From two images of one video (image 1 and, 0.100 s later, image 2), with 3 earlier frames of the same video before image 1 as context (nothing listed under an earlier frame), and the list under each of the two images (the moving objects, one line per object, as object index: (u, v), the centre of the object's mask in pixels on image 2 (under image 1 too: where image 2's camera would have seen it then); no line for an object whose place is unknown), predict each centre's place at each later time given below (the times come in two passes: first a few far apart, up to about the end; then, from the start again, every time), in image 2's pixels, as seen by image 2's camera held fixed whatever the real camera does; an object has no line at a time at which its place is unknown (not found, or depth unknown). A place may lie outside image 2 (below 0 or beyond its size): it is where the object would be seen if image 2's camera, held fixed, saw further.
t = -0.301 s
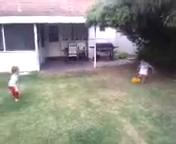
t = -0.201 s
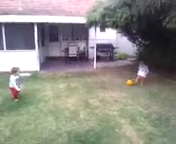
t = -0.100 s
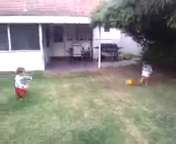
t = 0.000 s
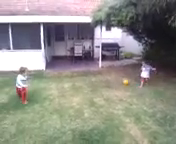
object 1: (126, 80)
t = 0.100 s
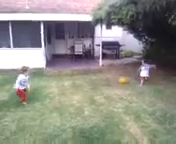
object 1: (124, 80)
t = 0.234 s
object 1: (121, 80)
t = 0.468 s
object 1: (110, 82)
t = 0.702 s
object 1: (103, 83)
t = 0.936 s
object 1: (98, 83)
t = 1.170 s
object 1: (91, 83)
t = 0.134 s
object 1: (122, 80)
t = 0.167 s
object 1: (121, 80)
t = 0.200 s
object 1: (120, 81)
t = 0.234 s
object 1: (121, 80)
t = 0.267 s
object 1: (118, 81)
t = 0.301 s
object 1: (116, 81)
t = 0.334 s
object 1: (115, 81)
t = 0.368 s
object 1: (114, 81)
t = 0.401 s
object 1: (112, 81)
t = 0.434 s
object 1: (111, 81)
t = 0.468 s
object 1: (110, 82)
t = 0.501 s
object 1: (109, 82)
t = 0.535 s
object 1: (108, 82)
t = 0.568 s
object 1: (107, 82)
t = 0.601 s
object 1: (106, 83)
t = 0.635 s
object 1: (105, 83)
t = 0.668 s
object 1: (104, 83)
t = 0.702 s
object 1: (103, 83)
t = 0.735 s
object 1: (102, 83)
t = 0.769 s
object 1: (102, 83)
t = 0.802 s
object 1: (101, 83)
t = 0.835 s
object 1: (100, 83)
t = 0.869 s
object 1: (99, 83)
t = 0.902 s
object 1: (98, 83)
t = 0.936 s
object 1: (98, 83)
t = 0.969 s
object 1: (96, 83)
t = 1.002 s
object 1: (95, 83)
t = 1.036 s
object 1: (95, 83)
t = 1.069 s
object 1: (93, 83)
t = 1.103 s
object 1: (92, 83)
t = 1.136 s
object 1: (92, 83)
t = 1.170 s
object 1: (91, 83)
